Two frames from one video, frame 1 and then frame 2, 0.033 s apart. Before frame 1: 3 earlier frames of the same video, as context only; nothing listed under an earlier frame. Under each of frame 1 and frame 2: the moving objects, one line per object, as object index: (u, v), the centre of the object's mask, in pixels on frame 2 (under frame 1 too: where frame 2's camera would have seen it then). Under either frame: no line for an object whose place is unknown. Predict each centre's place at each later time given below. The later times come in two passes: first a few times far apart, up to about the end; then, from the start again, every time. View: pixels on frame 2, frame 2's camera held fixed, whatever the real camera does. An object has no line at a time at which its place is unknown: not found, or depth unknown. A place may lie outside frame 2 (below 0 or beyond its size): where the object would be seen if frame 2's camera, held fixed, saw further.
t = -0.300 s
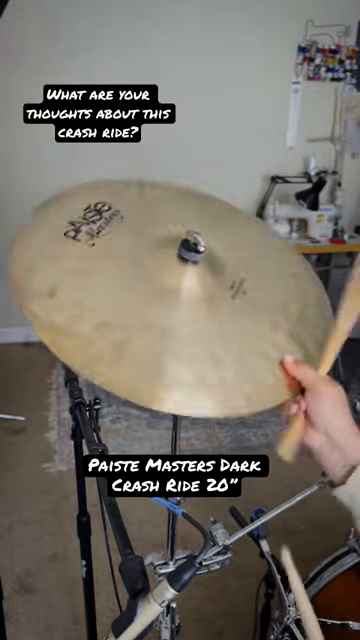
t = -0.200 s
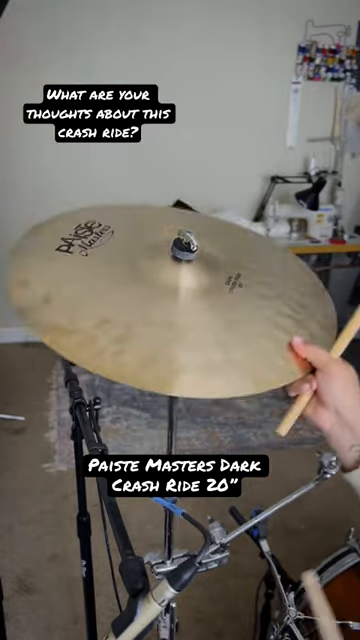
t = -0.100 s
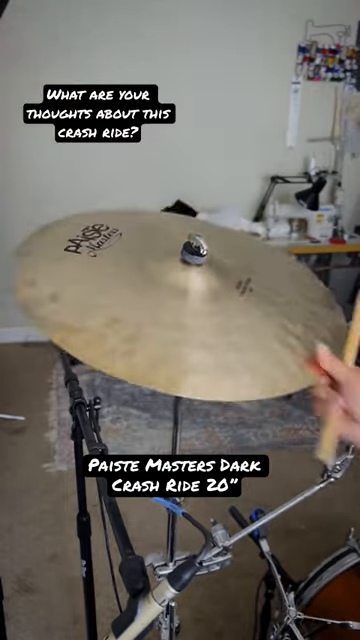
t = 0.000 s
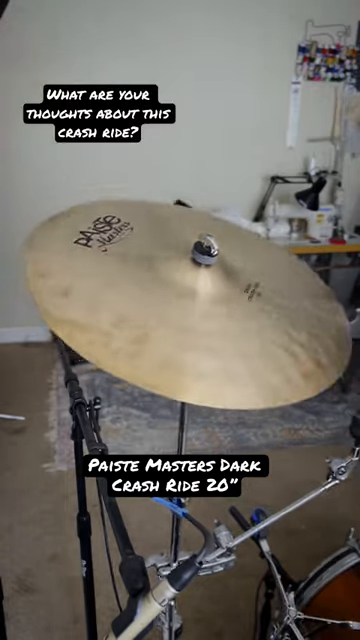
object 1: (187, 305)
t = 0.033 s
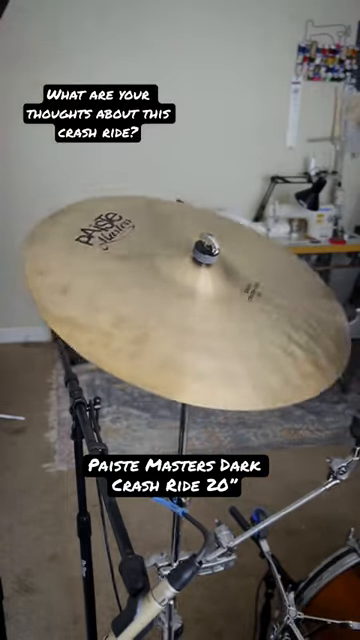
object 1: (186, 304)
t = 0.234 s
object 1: (167, 299)
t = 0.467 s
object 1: (181, 303)
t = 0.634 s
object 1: (173, 301)
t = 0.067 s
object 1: (185, 303)
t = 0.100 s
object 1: (182, 303)
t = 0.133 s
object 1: (177, 302)
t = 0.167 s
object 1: (173, 300)
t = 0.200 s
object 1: (169, 300)
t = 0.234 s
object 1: (167, 299)
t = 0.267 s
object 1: (166, 299)
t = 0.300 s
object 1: (167, 299)
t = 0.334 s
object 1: (170, 300)
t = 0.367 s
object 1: (173, 301)
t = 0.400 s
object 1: (177, 302)
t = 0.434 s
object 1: (180, 302)
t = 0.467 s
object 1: (181, 303)
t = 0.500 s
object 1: (181, 303)
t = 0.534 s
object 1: (180, 303)
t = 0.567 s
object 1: (178, 303)
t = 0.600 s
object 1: (175, 302)
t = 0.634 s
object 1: (173, 301)
